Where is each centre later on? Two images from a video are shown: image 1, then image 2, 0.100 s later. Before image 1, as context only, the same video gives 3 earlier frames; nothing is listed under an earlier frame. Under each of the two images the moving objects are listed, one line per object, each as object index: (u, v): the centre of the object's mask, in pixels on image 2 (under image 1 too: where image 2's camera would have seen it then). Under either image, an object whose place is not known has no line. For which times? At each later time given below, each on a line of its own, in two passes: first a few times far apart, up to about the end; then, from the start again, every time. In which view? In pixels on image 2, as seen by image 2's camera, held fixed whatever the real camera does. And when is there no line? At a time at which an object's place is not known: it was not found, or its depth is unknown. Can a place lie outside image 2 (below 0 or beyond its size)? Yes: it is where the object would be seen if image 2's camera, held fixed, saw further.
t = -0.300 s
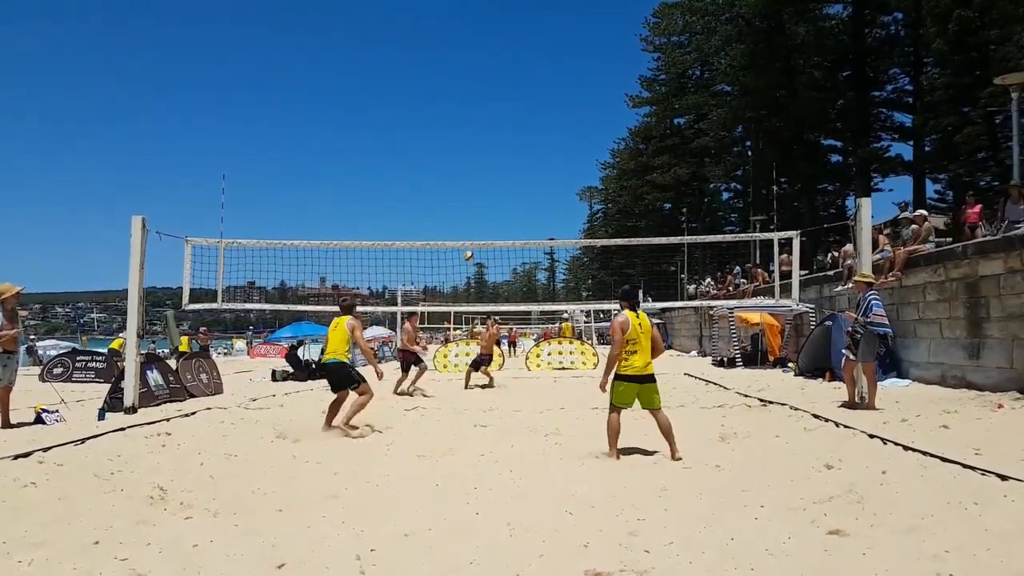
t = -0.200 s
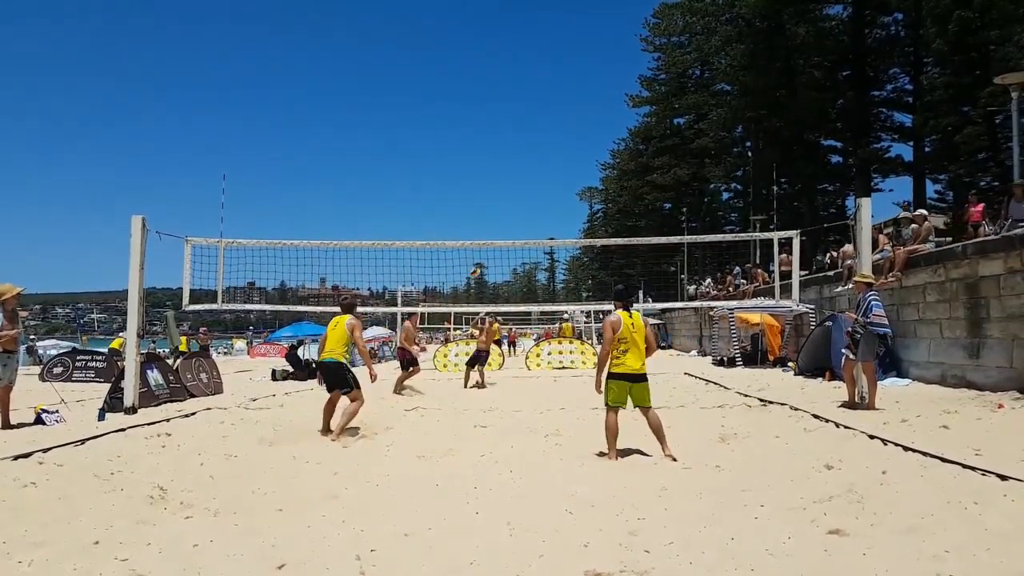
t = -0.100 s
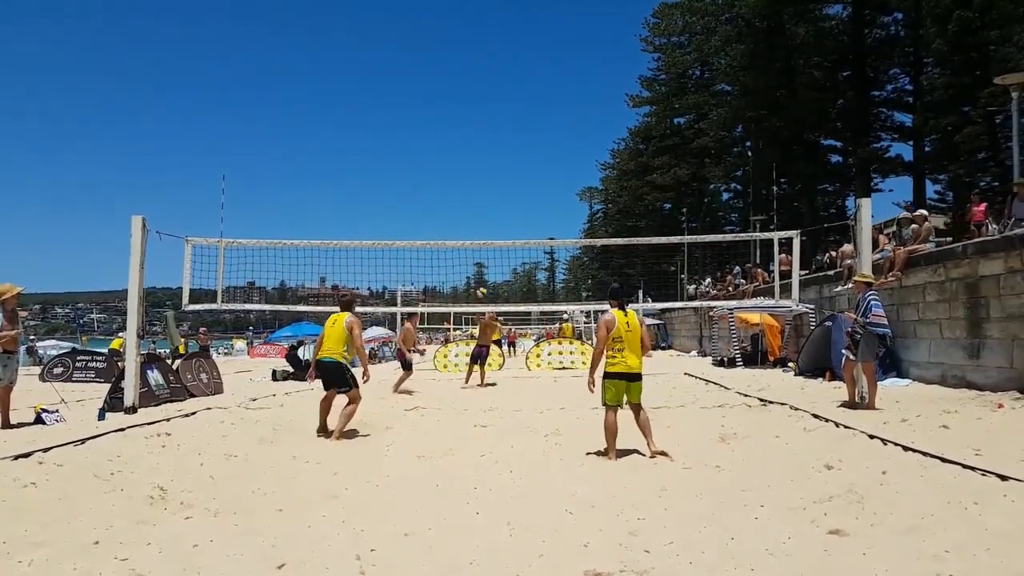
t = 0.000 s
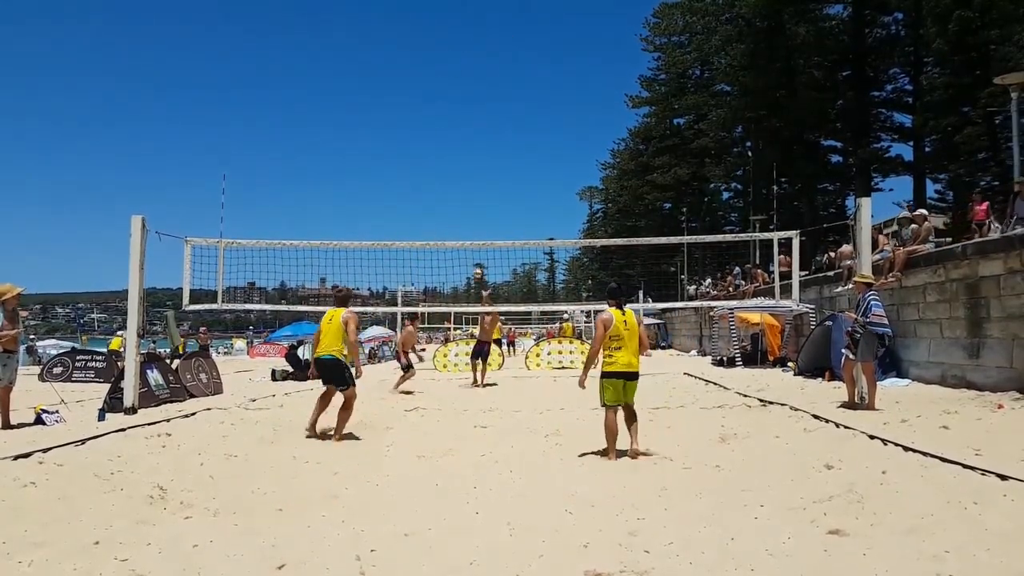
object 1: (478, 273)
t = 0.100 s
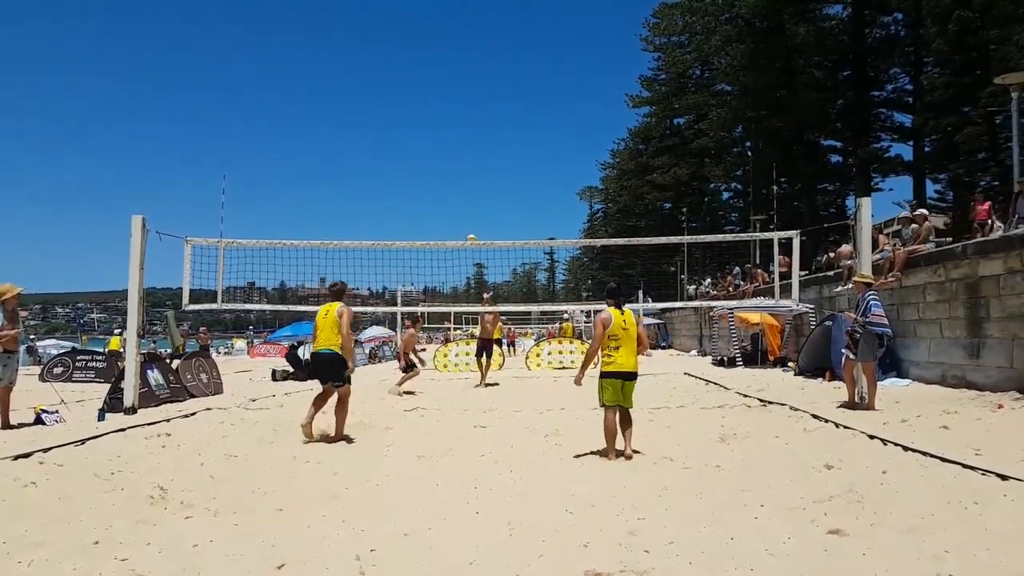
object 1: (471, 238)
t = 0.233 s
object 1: (461, 200)
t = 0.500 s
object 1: (440, 147)
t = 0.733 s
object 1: (423, 127)
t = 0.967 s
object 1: (406, 137)
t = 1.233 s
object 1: (392, 185)
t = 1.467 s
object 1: (381, 261)
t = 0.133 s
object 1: (468, 229)
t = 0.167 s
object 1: (466, 219)
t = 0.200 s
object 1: (464, 210)
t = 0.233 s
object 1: (461, 200)
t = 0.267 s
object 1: (459, 192)
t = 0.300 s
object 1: (456, 185)
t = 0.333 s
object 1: (453, 177)
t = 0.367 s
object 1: (451, 170)
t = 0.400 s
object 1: (448, 164)
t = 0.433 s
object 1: (446, 158)
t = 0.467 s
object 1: (443, 152)
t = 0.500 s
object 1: (440, 147)
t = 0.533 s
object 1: (438, 143)
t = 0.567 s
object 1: (436, 138)
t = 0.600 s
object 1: (433, 136)
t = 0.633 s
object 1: (430, 133)
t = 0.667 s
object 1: (428, 130)
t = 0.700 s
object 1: (425, 129)
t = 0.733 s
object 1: (423, 127)
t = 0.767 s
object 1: (420, 127)
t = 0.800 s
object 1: (417, 127)
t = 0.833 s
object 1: (415, 128)
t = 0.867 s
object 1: (413, 129)
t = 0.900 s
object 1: (411, 131)
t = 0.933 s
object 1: (409, 134)
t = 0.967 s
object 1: (406, 137)
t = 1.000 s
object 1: (404, 141)
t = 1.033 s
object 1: (403, 145)
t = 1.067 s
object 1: (401, 151)
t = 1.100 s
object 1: (399, 156)
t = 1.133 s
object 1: (397, 162)
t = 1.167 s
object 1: (396, 169)
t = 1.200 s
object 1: (394, 177)
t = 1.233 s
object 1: (392, 185)
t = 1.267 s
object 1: (390, 194)
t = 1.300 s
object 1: (389, 204)
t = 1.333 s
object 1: (387, 214)
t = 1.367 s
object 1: (386, 224)
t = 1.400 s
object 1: (384, 236)
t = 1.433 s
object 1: (383, 250)
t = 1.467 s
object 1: (381, 261)
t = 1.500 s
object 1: (380, 275)
